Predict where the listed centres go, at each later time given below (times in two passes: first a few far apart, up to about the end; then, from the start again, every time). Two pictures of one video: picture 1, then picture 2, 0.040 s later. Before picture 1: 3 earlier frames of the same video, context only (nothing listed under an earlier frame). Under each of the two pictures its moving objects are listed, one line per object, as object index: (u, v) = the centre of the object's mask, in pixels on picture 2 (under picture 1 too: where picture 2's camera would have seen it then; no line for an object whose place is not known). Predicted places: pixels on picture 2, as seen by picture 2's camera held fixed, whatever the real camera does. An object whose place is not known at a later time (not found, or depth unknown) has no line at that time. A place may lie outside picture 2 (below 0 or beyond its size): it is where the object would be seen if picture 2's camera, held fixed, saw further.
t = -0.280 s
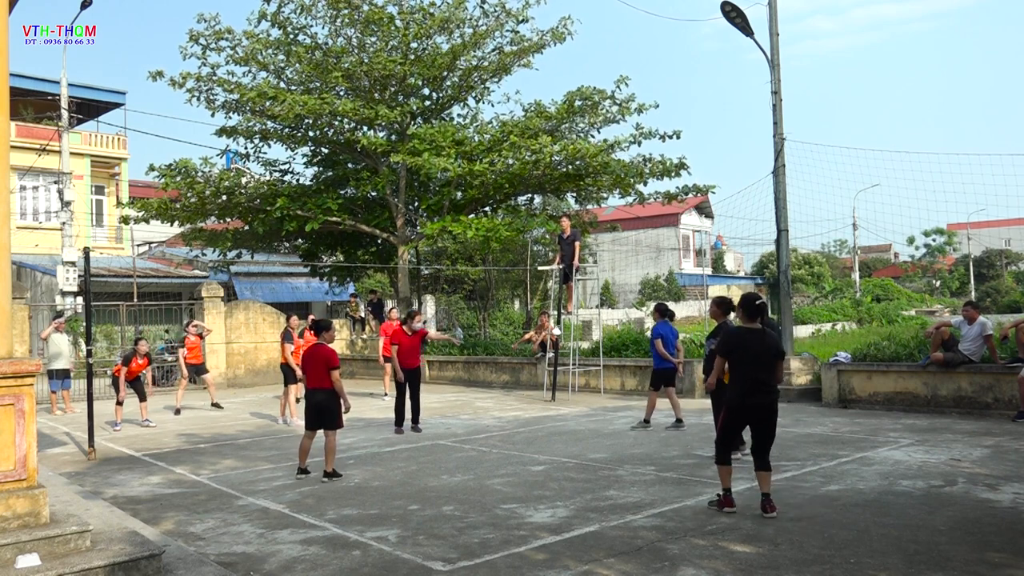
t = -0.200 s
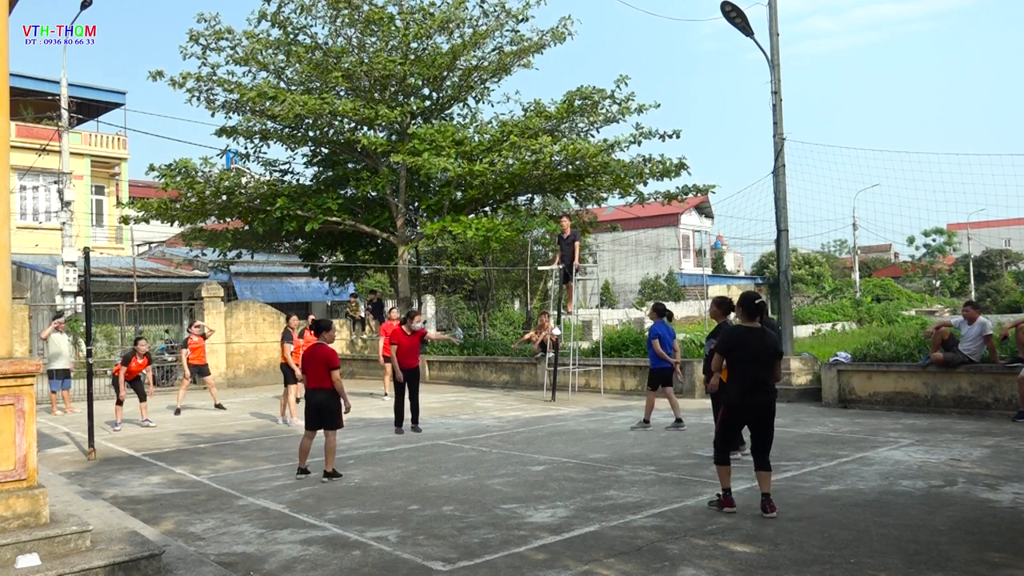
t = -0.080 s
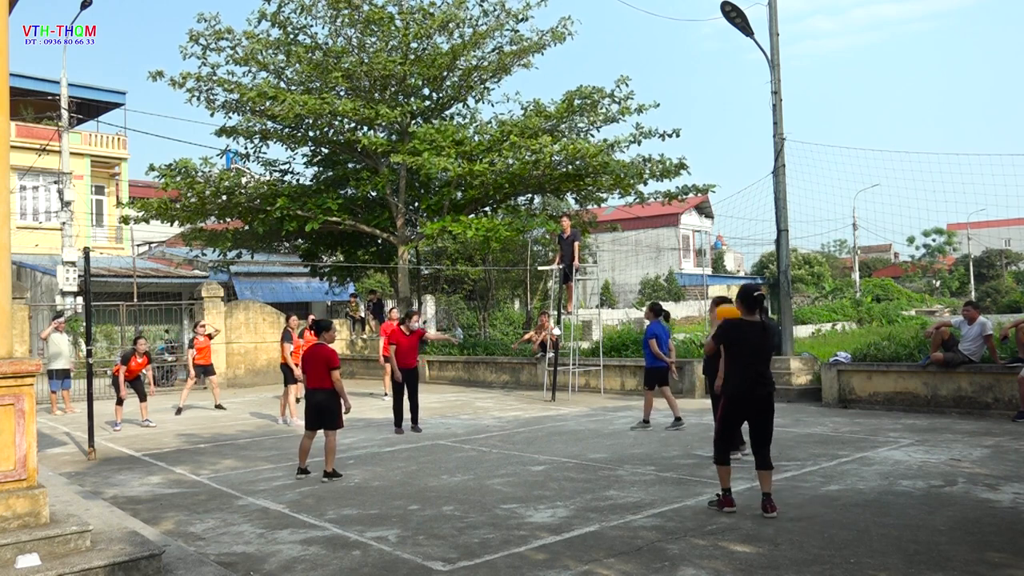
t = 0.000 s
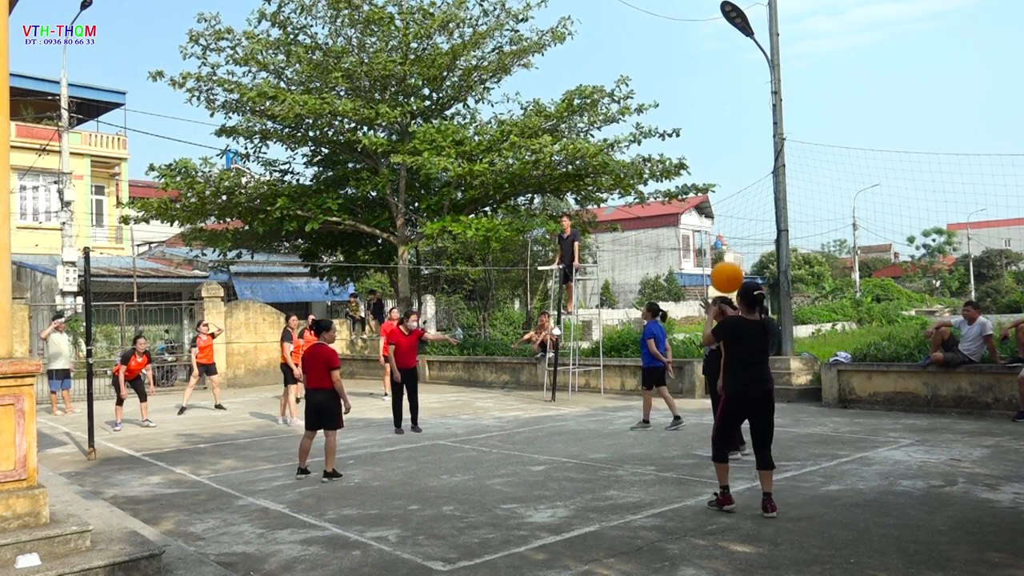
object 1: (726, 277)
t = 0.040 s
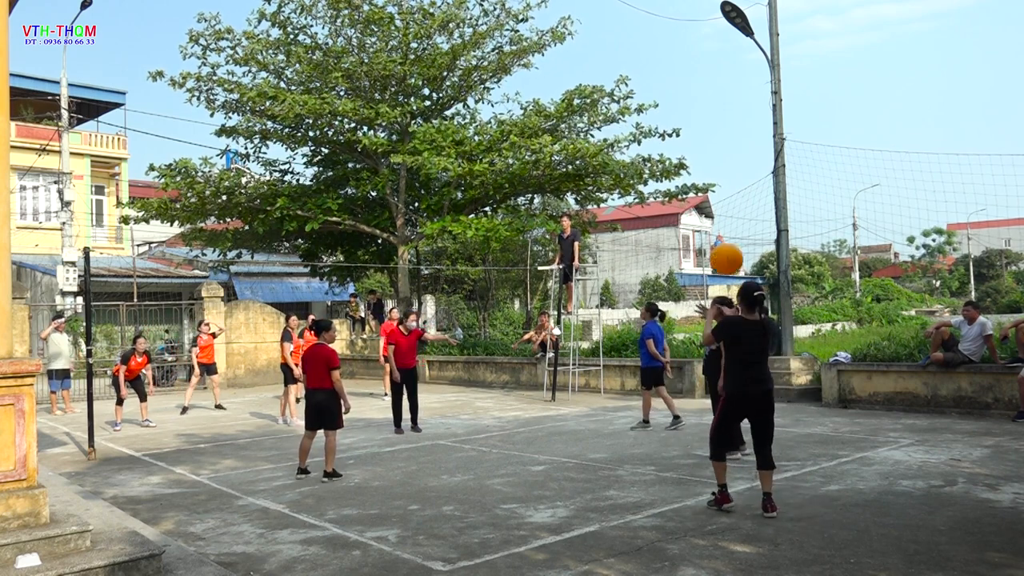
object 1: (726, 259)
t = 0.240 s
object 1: (725, 197)
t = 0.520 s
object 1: (725, 196)
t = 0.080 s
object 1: (726, 242)
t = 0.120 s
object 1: (726, 228)
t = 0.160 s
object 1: (726, 216)
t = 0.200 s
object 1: (725, 206)
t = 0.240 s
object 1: (725, 197)
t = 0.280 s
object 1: (725, 191)
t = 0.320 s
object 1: (724, 187)
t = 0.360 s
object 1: (724, 185)
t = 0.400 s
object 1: (724, 185)
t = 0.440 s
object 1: (724, 187)
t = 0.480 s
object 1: (725, 190)
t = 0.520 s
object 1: (725, 196)
